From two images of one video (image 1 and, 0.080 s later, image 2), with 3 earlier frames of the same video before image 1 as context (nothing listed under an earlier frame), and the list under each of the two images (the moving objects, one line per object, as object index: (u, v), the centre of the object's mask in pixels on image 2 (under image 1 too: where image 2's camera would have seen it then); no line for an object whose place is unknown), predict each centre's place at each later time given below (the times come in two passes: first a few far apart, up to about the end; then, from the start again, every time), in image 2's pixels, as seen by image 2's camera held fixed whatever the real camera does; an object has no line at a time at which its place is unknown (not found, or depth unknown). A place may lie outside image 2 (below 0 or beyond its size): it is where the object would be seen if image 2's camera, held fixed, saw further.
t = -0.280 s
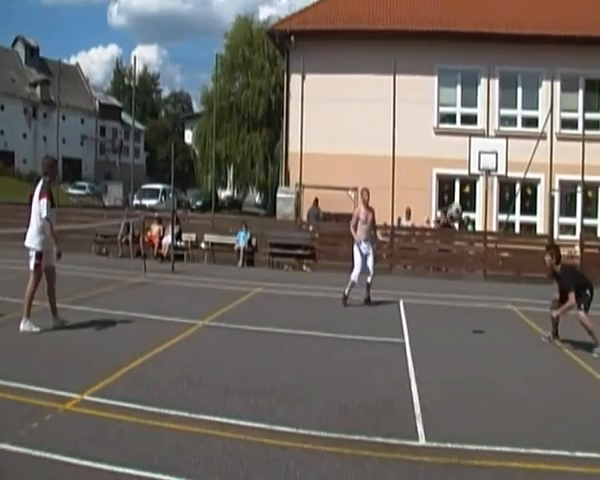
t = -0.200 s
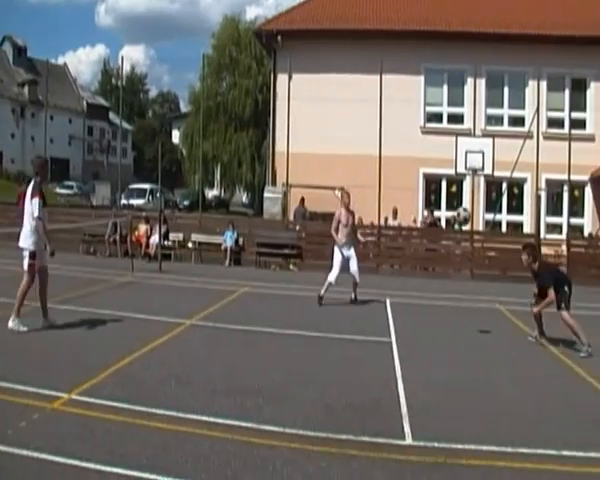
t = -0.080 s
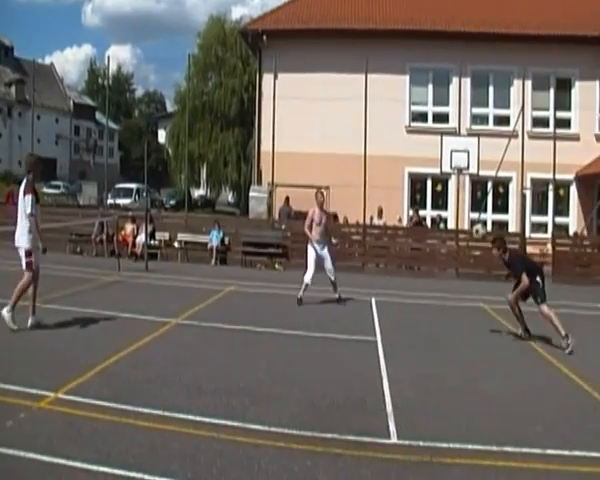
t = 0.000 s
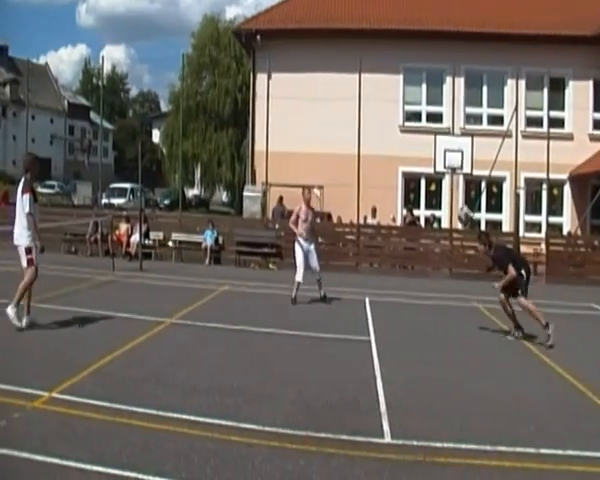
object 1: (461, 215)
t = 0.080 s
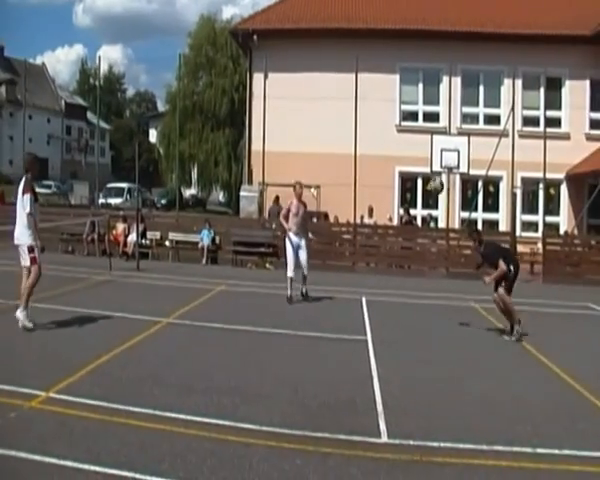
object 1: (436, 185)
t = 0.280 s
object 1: (378, 138)
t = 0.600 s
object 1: (292, 133)
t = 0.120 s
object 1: (424, 171)
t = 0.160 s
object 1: (412, 162)
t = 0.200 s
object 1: (401, 153)
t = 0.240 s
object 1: (389, 145)
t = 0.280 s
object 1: (378, 138)
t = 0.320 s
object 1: (367, 132)
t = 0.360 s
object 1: (356, 128)
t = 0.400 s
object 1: (345, 126)
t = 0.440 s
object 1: (334, 125)
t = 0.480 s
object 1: (323, 125)
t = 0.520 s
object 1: (313, 126)
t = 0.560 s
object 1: (303, 129)
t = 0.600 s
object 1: (292, 133)
